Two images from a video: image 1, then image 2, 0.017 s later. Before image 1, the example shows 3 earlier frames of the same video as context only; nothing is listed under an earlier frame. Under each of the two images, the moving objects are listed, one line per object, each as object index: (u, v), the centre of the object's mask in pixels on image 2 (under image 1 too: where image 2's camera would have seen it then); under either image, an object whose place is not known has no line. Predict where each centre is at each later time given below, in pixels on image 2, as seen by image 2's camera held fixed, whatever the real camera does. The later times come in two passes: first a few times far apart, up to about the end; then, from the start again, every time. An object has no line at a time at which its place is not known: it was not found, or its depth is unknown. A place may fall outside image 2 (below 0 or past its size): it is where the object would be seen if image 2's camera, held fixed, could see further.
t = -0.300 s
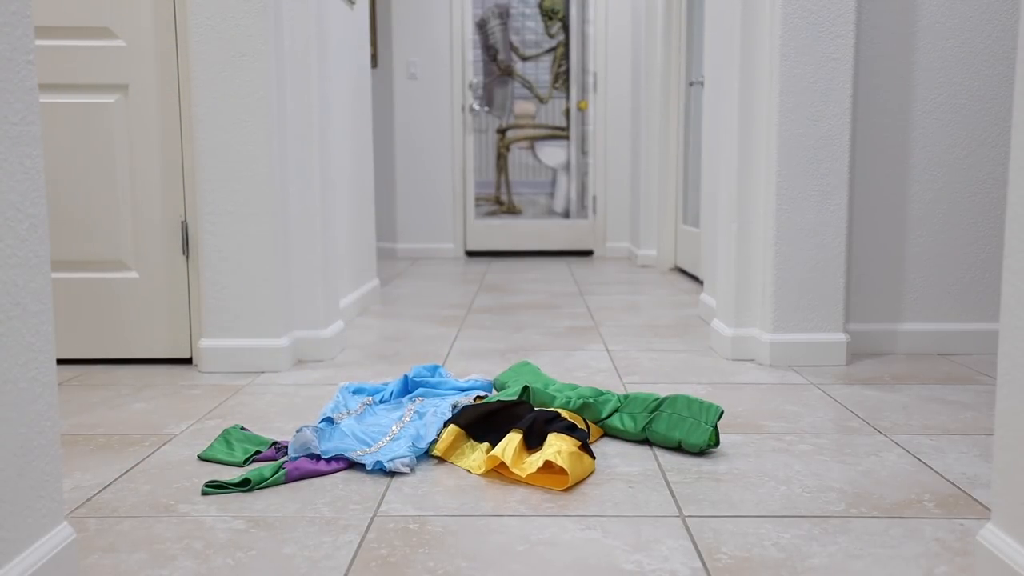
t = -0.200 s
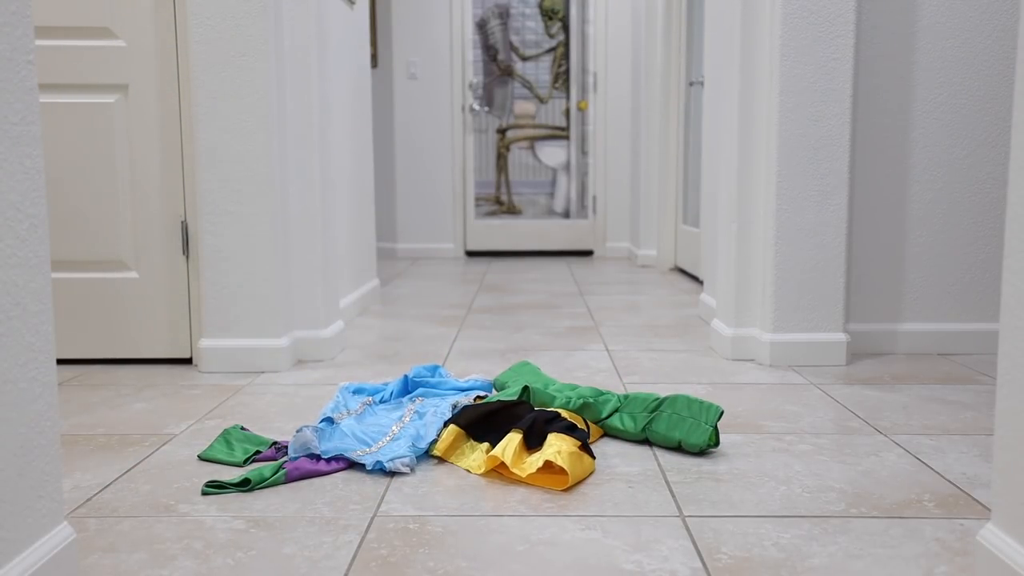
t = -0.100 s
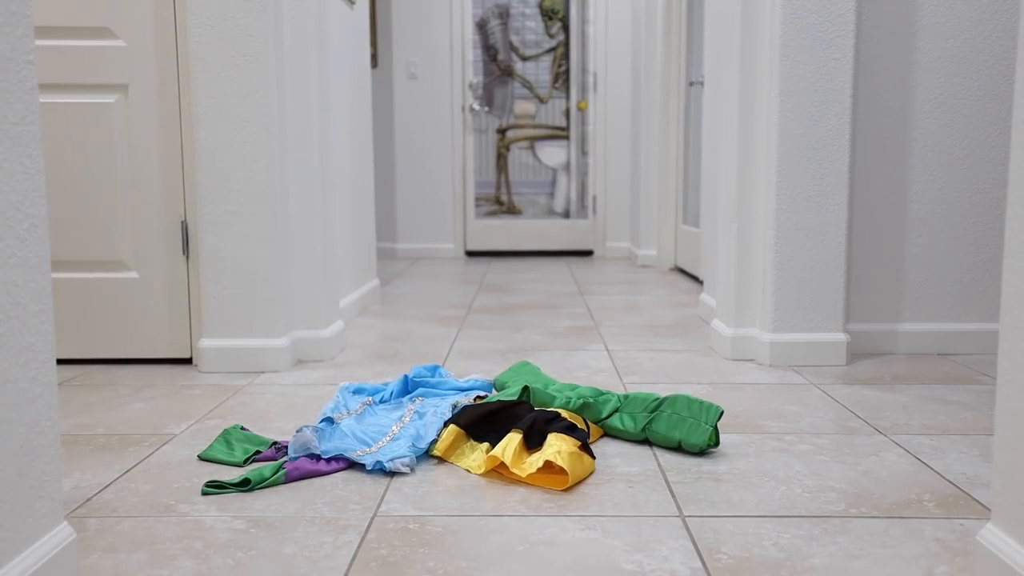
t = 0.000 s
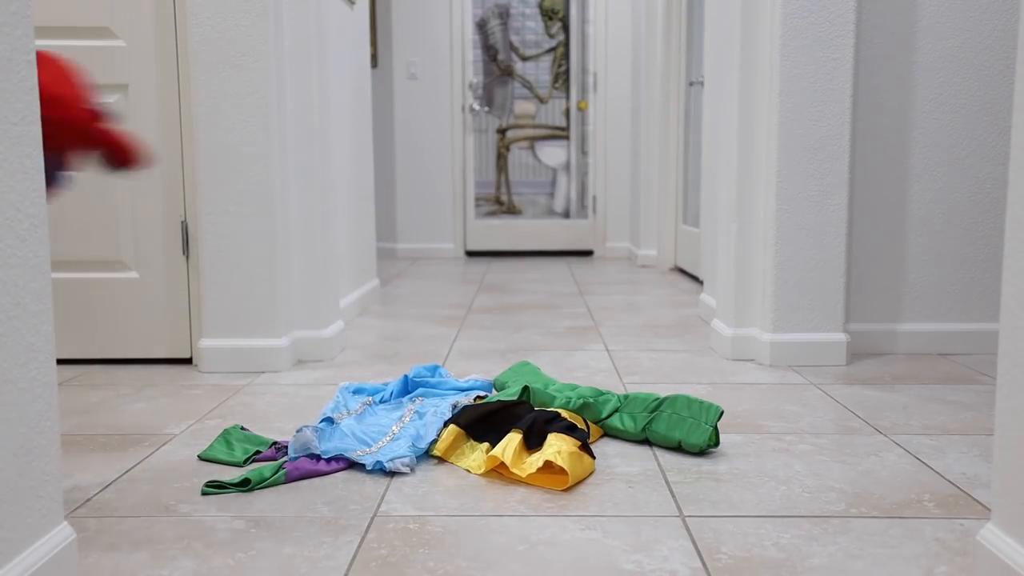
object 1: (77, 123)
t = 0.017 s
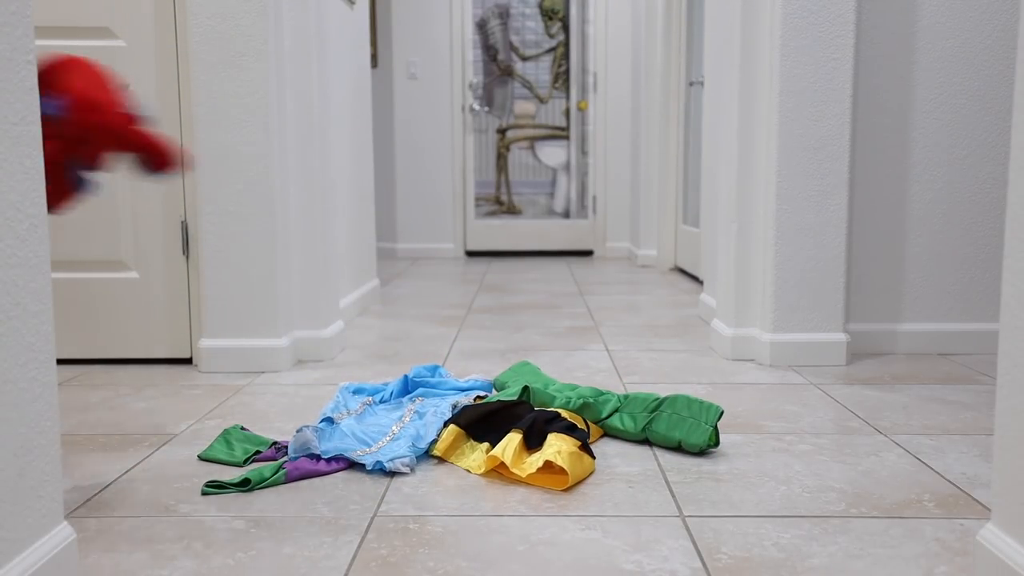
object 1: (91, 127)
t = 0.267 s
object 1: (338, 337)
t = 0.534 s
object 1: (520, 425)
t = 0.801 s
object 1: (524, 426)
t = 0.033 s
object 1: (106, 135)
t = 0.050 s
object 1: (125, 146)
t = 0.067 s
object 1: (138, 162)
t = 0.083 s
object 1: (151, 176)
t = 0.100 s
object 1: (168, 189)
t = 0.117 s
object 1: (187, 201)
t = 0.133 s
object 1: (203, 215)
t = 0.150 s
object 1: (218, 233)
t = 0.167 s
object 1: (229, 247)
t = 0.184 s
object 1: (238, 260)
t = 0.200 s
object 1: (249, 276)
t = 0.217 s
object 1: (273, 287)
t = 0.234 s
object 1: (292, 304)
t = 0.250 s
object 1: (319, 316)
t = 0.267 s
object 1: (338, 337)
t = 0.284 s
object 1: (363, 355)
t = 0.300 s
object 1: (391, 369)
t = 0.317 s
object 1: (398, 389)
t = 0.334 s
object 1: (409, 403)
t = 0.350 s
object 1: (422, 412)
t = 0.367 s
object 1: (439, 418)
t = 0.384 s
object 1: (454, 423)
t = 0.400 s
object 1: (472, 426)
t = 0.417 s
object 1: (487, 427)
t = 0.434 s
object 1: (497, 426)
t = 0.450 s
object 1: (504, 425)
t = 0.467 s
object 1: (508, 424)
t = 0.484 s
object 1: (511, 424)
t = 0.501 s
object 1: (515, 424)
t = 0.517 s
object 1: (518, 425)
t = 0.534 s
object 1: (520, 425)
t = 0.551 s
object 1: (521, 425)
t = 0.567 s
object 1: (522, 425)
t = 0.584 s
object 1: (523, 426)
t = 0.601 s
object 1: (524, 426)
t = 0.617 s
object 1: (524, 426)
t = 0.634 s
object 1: (524, 426)
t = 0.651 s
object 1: (524, 426)
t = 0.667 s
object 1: (524, 426)
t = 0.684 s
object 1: (524, 426)
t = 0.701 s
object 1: (524, 426)
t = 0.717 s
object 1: (523, 426)
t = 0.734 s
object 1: (524, 426)
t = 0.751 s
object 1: (524, 426)
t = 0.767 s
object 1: (524, 426)
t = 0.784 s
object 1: (524, 426)
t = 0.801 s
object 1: (524, 426)
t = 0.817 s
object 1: (524, 426)
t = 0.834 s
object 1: (524, 426)
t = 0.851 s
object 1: (523, 426)
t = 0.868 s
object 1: (524, 426)
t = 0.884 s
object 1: (524, 426)
